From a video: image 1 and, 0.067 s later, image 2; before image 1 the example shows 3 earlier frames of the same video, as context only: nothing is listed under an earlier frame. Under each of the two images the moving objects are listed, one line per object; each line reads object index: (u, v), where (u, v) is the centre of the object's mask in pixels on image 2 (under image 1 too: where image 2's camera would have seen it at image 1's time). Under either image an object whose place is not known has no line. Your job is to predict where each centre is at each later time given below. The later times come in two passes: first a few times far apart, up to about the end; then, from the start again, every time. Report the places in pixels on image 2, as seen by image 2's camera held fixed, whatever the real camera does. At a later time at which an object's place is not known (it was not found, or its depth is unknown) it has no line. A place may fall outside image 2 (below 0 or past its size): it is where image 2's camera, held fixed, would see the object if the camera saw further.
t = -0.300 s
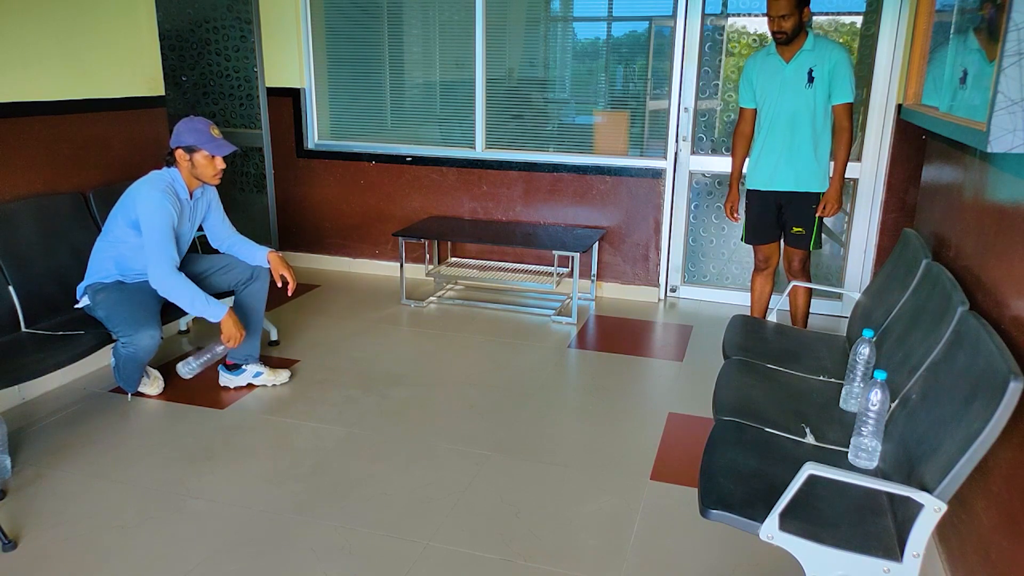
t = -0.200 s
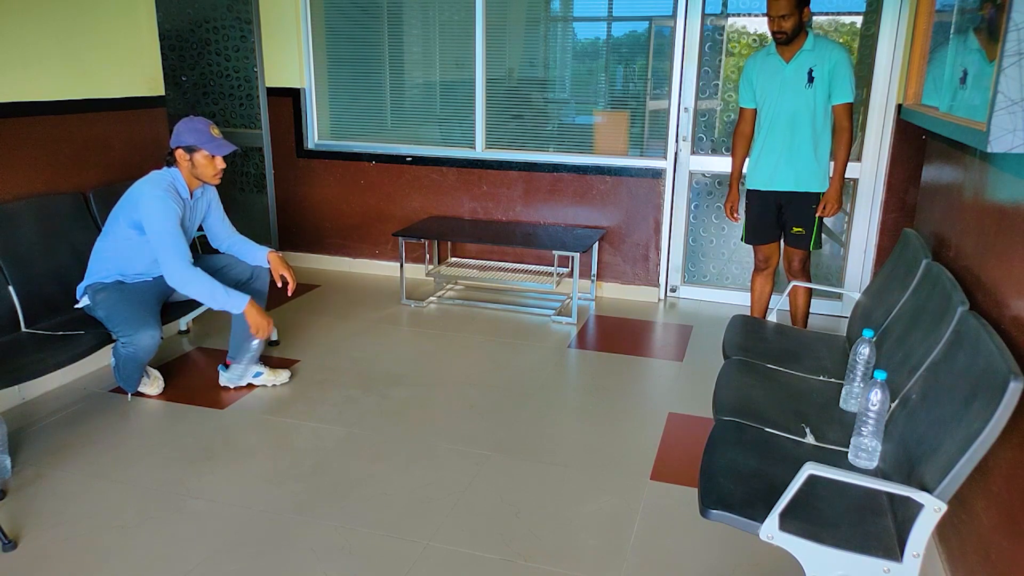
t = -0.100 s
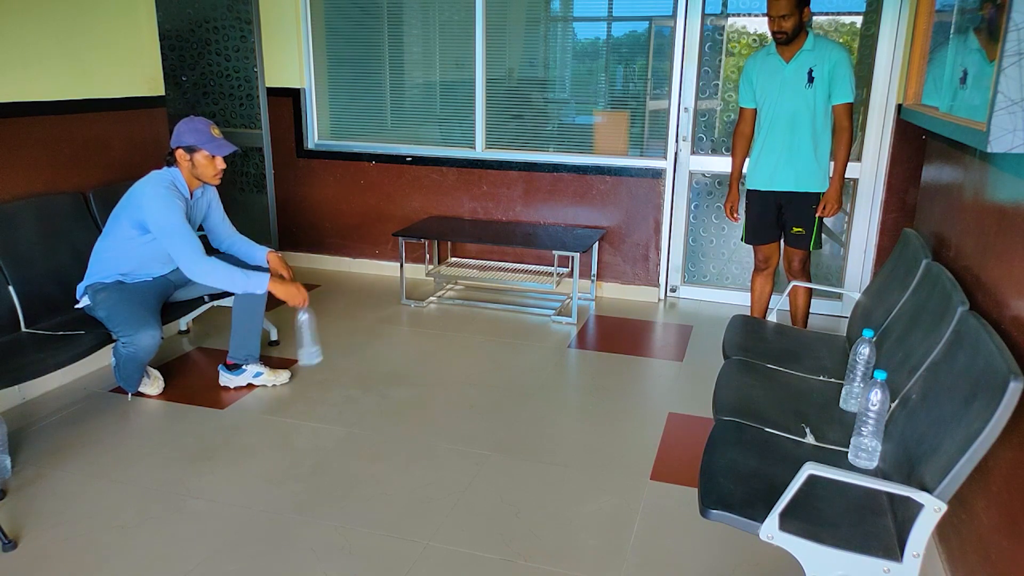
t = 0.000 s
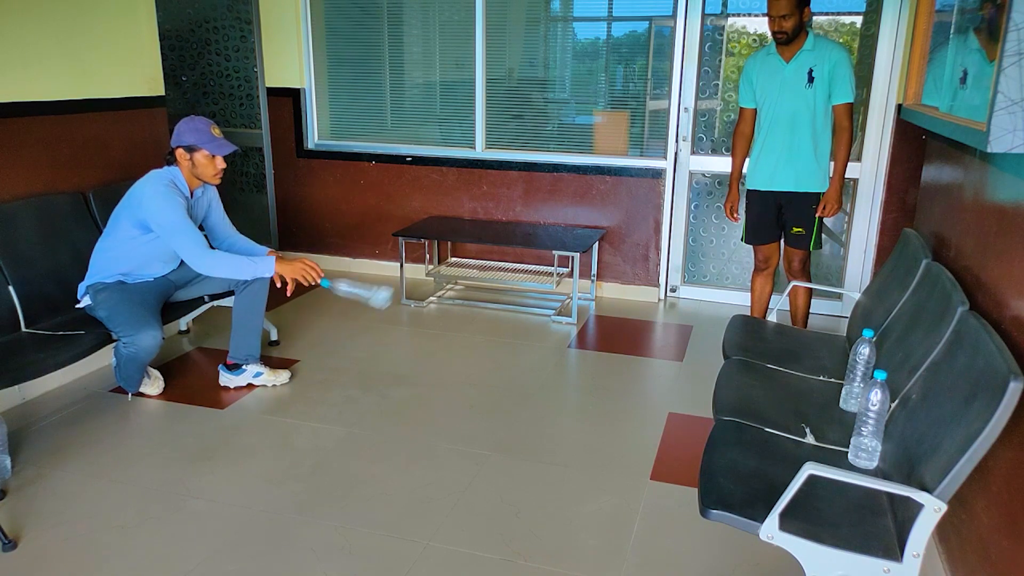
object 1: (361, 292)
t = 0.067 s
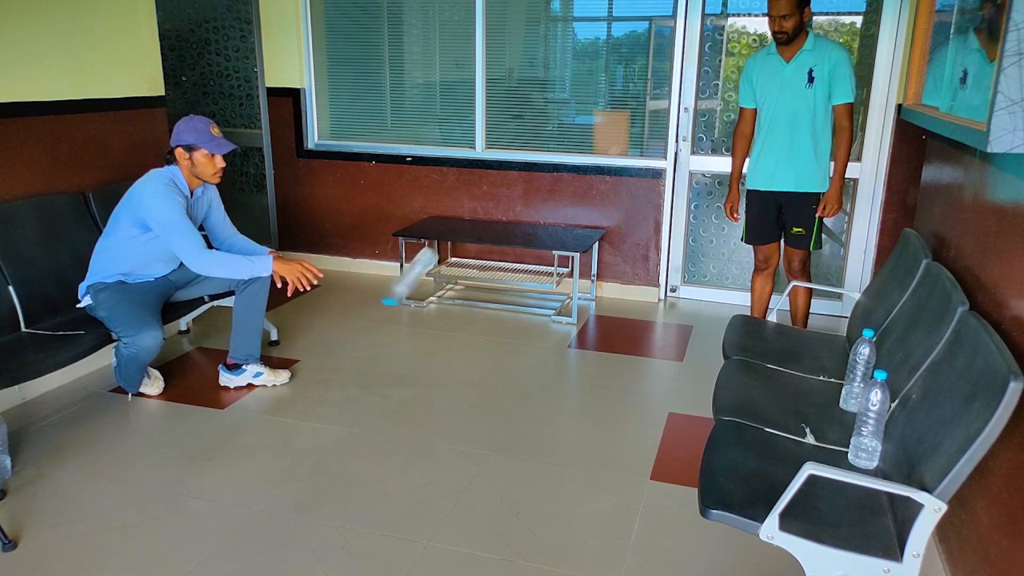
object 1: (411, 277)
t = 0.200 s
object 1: (535, 233)
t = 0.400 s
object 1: (672, 220)
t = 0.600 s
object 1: (793, 327)
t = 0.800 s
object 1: (843, 325)
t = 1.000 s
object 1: (847, 326)
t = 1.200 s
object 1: (848, 326)
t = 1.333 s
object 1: (848, 326)
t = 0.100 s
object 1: (443, 267)
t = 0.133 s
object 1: (475, 255)
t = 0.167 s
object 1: (505, 243)
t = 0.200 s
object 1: (535, 233)
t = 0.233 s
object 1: (560, 223)
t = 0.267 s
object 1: (586, 215)
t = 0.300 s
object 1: (607, 211)
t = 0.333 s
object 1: (629, 211)
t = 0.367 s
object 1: (649, 215)
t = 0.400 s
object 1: (672, 220)
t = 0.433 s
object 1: (694, 230)
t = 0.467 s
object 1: (714, 245)
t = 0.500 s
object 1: (733, 261)
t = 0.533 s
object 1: (753, 284)
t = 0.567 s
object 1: (776, 311)
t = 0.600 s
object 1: (793, 327)
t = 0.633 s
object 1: (808, 328)
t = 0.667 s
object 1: (829, 327)
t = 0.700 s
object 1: (833, 326)
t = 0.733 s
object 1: (836, 326)
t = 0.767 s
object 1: (839, 325)
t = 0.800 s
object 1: (843, 325)
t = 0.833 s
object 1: (846, 326)
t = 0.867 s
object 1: (848, 327)
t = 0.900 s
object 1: (848, 326)
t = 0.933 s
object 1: (847, 325)
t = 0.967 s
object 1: (847, 325)
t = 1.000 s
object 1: (847, 326)
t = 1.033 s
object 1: (848, 326)
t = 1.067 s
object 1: (848, 326)
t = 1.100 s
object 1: (848, 326)
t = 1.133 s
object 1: (848, 326)
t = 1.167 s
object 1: (848, 326)
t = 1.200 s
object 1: (848, 326)
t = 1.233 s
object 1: (848, 326)
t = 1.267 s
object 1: (848, 326)
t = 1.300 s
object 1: (848, 326)
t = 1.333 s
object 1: (848, 326)
